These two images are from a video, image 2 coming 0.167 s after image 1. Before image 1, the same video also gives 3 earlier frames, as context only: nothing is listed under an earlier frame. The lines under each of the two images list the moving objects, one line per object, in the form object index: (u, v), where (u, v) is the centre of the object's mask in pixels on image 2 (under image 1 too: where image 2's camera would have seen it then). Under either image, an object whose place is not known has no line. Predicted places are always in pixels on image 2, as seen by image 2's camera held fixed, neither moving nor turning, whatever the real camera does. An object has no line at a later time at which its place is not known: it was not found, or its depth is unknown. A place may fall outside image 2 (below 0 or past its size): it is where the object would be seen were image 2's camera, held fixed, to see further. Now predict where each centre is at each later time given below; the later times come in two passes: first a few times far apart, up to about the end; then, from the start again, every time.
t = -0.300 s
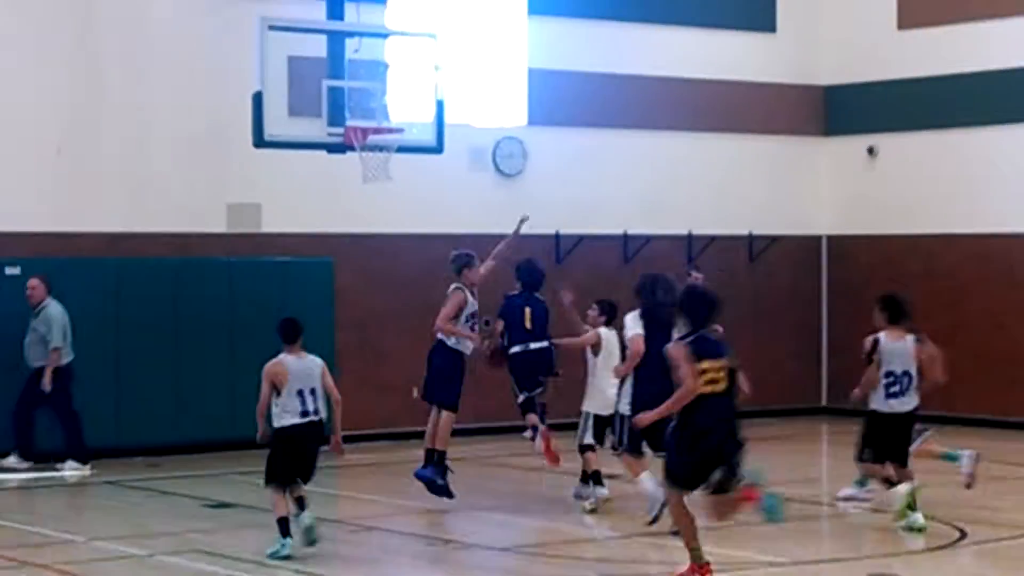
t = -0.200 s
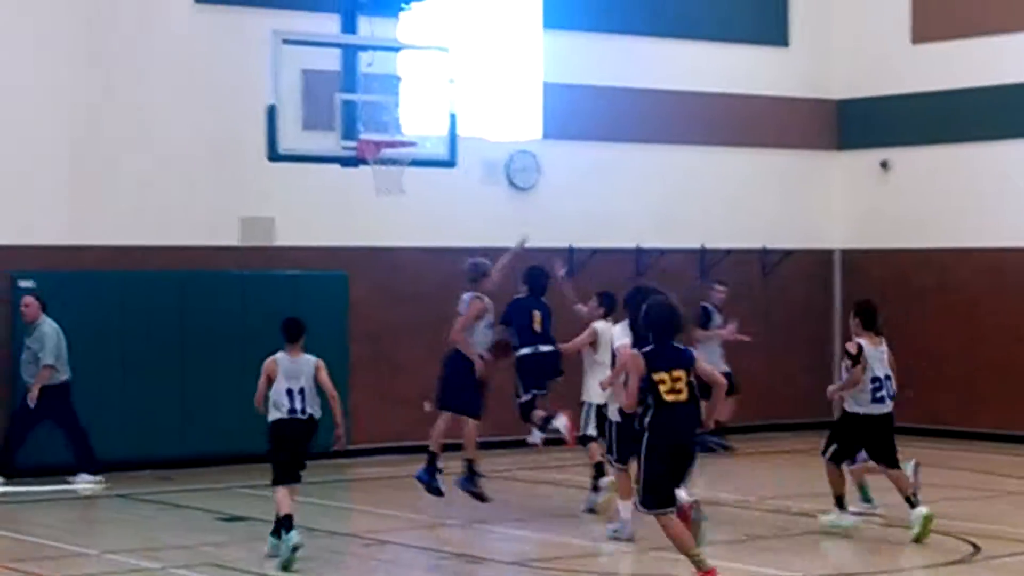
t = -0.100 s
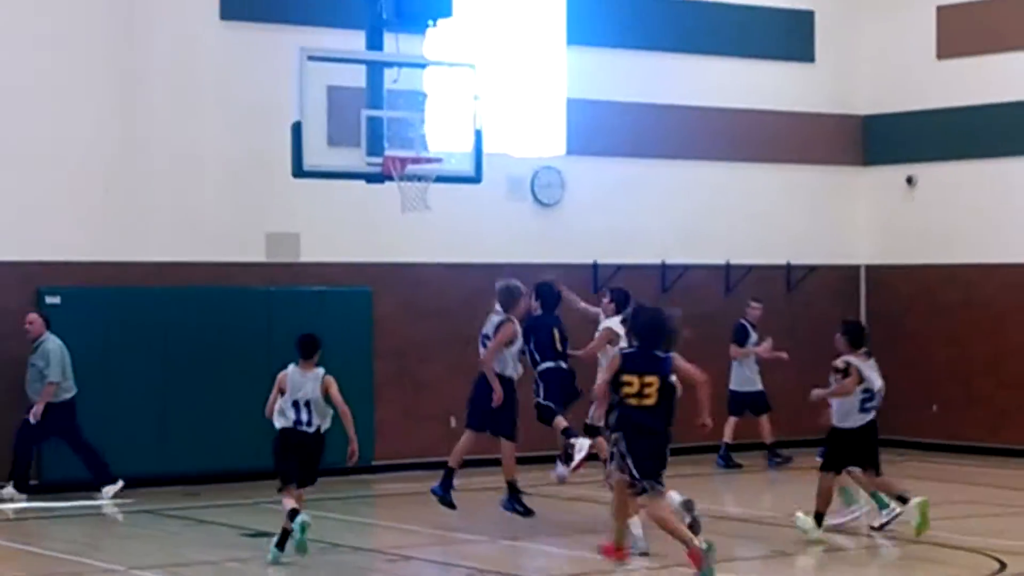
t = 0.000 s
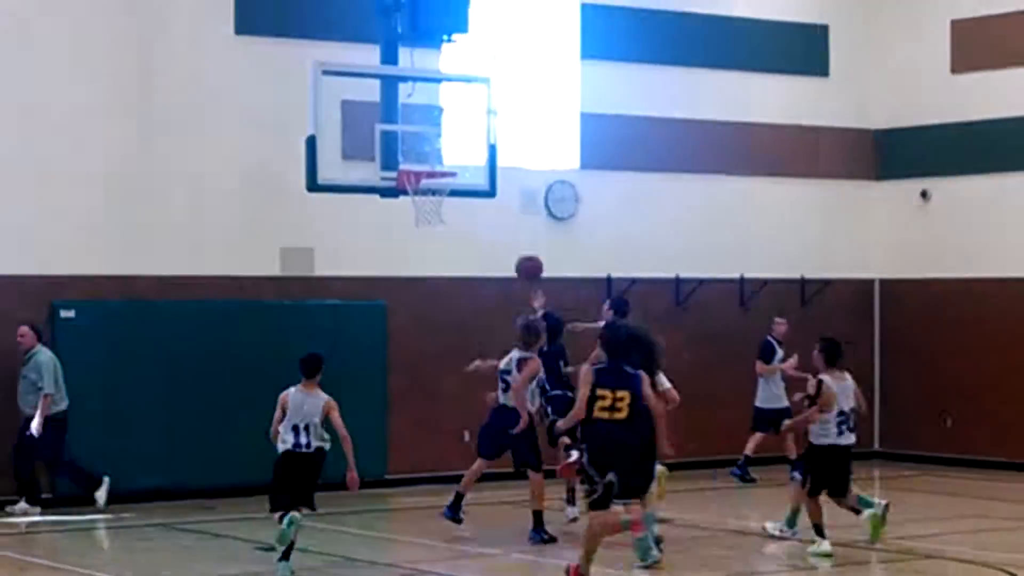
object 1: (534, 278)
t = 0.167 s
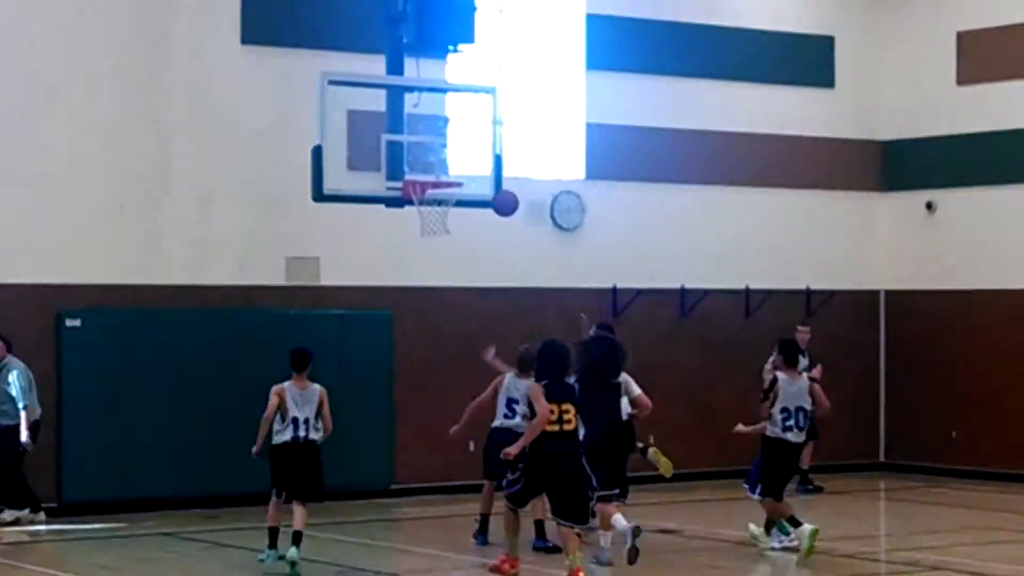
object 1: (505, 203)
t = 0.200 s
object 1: (499, 192)
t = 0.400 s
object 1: (466, 153)
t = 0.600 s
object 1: (450, 150)
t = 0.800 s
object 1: (454, 169)
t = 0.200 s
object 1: (499, 192)
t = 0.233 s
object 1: (493, 182)
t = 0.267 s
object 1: (488, 174)
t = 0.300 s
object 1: (482, 167)
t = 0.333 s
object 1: (477, 161)
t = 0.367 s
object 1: (471, 156)
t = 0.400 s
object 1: (466, 153)
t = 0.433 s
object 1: (460, 150)
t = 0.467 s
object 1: (454, 149)
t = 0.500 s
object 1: (448, 149)
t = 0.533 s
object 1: (447, 149)
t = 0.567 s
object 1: (448, 149)
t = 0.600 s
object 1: (450, 150)
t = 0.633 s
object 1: (451, 152)
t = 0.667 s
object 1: (452, 155)
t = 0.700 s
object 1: (454, 160)
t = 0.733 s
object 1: (455, 167)
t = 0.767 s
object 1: (456, 171)
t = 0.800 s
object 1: (454, 169)
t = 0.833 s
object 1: (452, 166)
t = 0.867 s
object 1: (450, 167)
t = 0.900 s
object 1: (448, 167)
